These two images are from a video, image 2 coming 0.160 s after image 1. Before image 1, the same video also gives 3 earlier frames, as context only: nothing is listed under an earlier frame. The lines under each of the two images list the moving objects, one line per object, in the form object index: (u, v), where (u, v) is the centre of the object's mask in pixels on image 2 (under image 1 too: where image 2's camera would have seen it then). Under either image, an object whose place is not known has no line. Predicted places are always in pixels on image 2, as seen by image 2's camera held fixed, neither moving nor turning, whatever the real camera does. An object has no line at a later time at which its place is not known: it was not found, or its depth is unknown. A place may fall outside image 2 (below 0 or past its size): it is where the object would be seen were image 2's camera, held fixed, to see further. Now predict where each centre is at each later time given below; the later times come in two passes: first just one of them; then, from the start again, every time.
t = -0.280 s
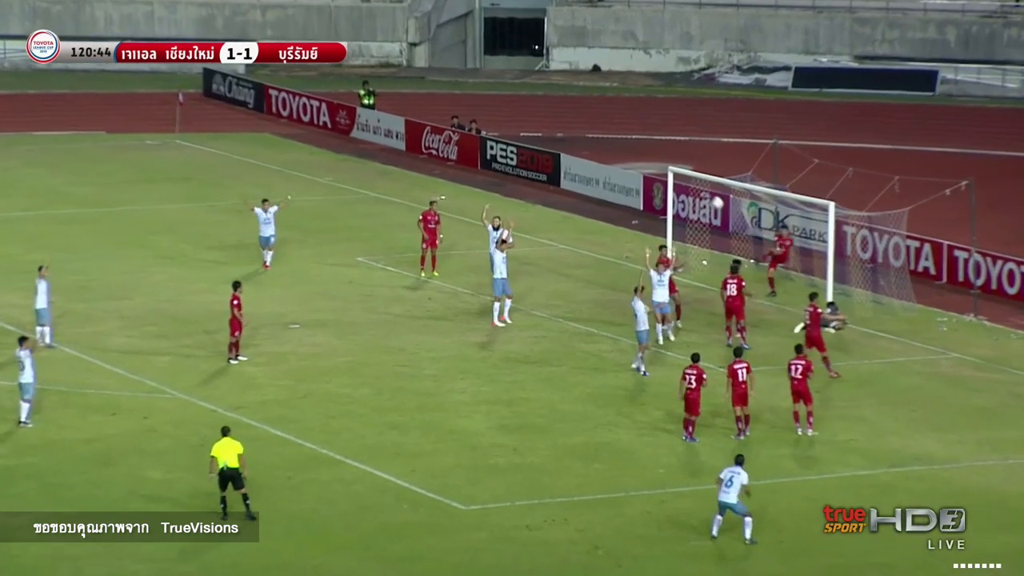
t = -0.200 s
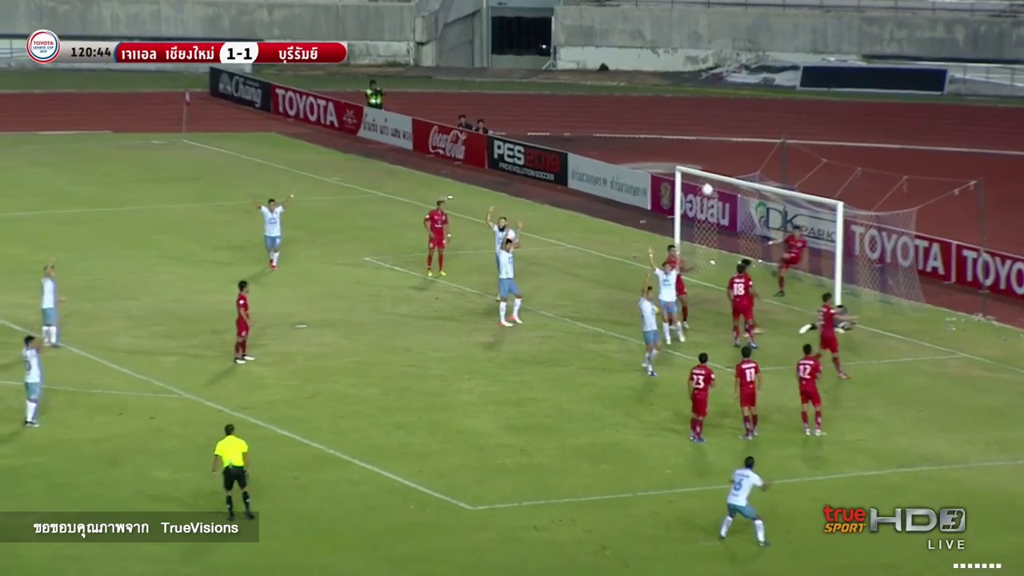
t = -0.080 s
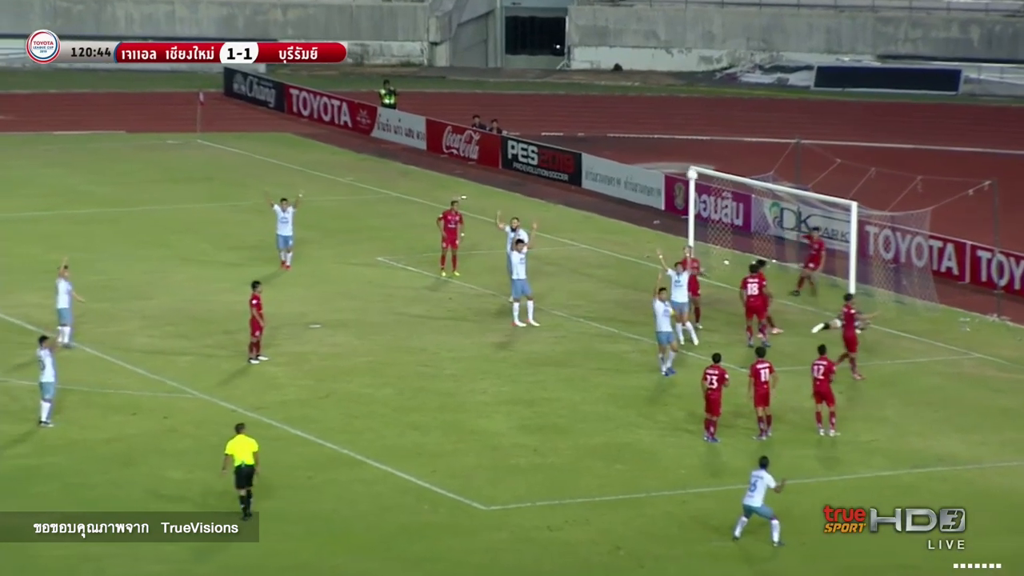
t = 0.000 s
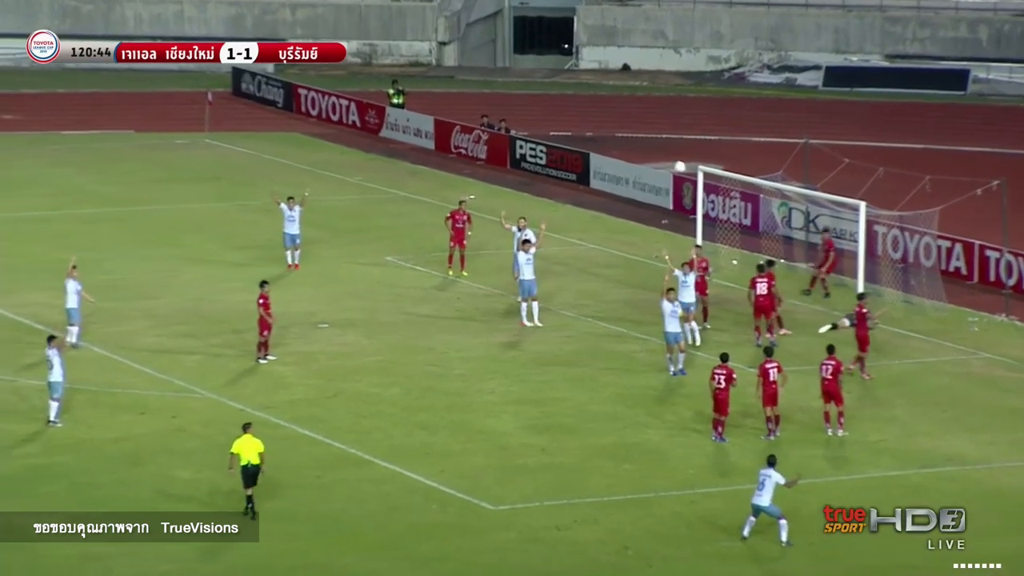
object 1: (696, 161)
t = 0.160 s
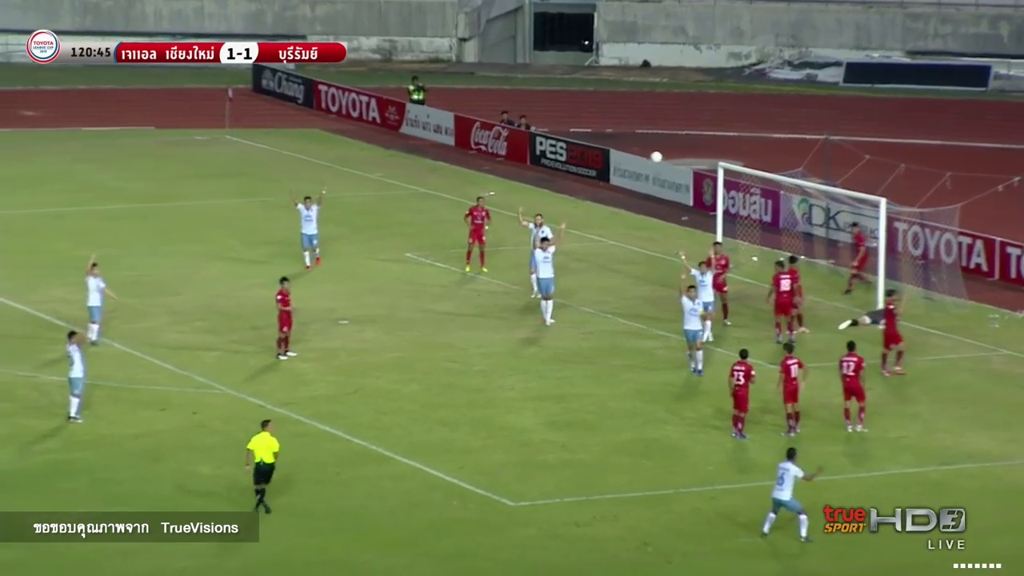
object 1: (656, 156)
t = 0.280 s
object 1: (625, 158)
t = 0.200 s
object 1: (646, 156)
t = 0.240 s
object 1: (636, 157)
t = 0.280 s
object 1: (625, 158)
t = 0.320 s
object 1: (613, 160)
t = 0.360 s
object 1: (602, 163)
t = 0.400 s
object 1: (591, 167)
